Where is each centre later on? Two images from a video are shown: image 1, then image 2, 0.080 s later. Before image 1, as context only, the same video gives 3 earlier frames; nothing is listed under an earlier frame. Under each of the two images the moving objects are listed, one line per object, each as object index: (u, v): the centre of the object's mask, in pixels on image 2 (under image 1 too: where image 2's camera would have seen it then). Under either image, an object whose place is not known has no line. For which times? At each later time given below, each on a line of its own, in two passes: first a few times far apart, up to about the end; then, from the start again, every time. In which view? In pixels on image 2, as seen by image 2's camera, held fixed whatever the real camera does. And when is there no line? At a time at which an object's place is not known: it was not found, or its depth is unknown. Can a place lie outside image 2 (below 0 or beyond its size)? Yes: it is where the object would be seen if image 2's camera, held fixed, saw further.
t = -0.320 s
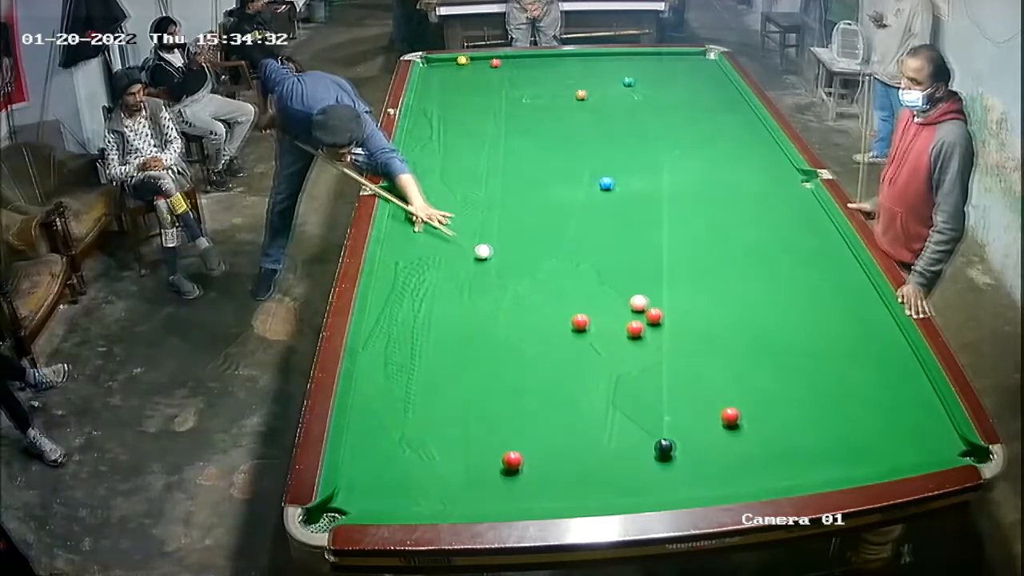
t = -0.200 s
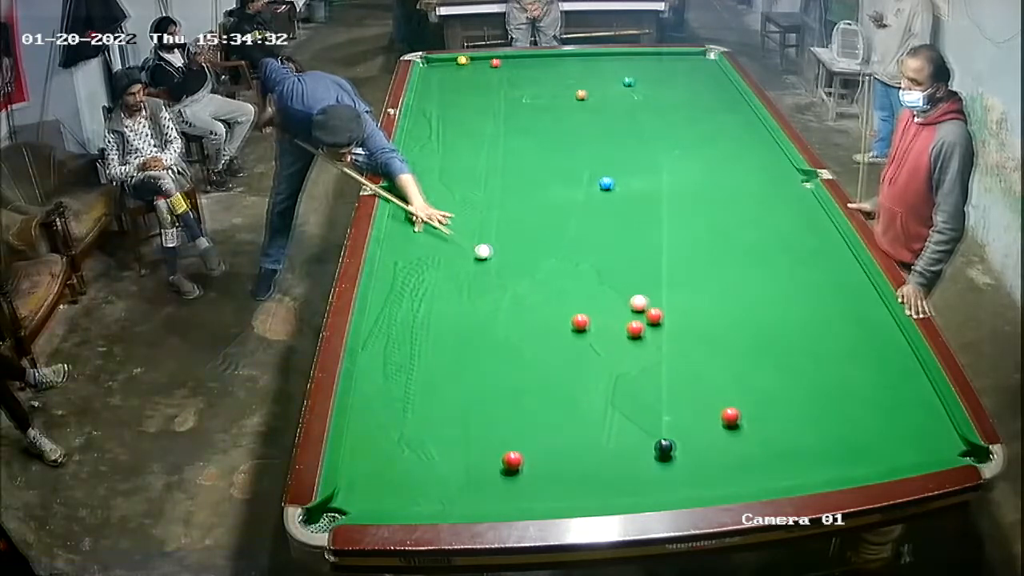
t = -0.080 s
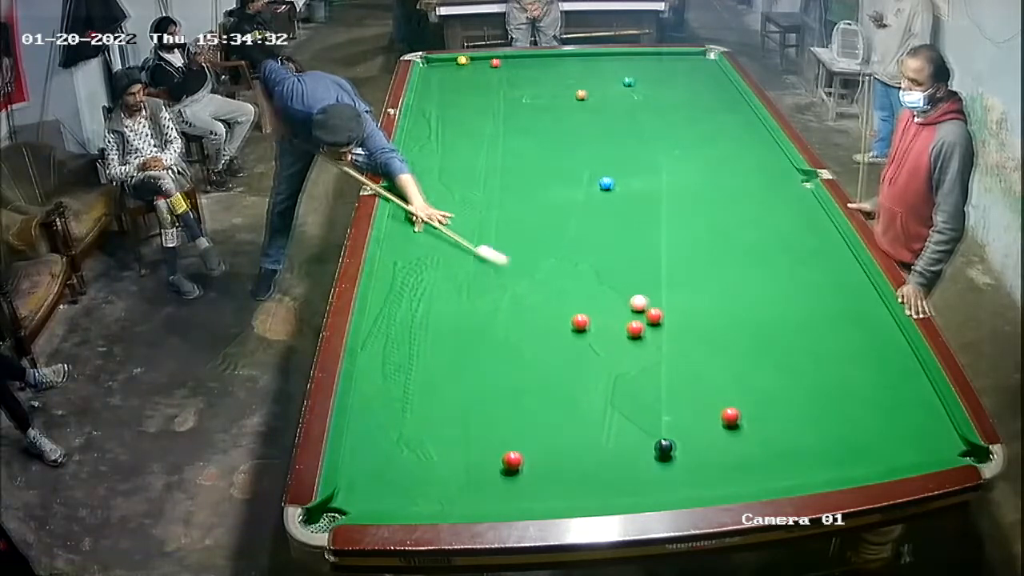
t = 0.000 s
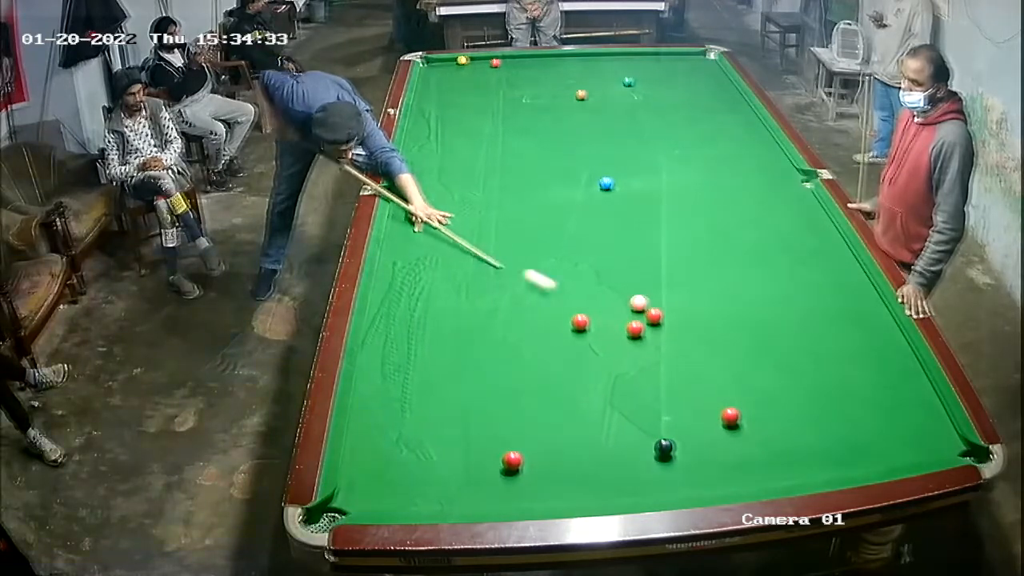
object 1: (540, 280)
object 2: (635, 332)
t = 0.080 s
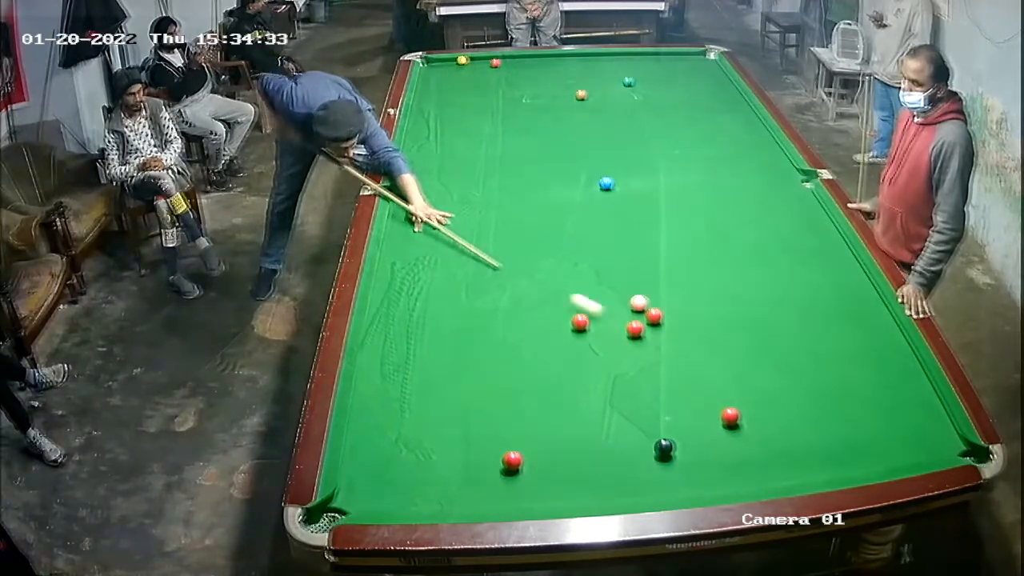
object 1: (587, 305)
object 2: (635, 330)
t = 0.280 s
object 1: (616, 331)
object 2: (709, 355)
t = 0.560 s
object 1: (606, 343)
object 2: (830, 400)
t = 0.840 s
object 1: (597, 353)
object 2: (946, 441)
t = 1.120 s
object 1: (590, 363)
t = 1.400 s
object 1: (584, 370)
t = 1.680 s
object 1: (579, 376)
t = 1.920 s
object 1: (577, 380)
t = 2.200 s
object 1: (575, 382)
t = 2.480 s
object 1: (574, 383)
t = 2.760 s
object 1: (574, 383)
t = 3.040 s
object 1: (574, 383)
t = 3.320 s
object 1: (574, 383)
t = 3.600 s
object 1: (574, 383)
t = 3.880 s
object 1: (574, 383)
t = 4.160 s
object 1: (574, 383)
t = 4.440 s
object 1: (574, 383)
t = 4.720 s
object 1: (574, 384)
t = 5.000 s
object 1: (574, 384)
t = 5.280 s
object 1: (574, 383)
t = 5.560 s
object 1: (574, 383)
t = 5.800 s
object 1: (574, 383)
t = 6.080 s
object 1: (574, 384)
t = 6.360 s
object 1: (574, 384)
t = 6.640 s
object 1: (574, 384)
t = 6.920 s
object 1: (574, 384)
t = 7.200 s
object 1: (574, 384)
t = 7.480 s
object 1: (574, 384)
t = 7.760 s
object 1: (574, 383)
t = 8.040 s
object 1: (574, 383)
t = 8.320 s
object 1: (574, 383)
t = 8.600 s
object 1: (574, 383)
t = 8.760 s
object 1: (574, 383)
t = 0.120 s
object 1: (610, 317)
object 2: (635, 329)
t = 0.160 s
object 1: (620, 325)
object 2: (647, 332)
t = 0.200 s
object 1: (619, 327)
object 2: (670, 340)
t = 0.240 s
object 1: (617, 329)
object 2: (690, 348)
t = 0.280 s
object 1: (616, 331)
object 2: (709, 355)
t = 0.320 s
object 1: (614, 333)
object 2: (727, 361)
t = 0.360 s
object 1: (613, 334)
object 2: (744, 368)
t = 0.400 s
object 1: (612, 336)
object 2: (761, 374)
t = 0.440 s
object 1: (610, 338)
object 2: (778, 381)
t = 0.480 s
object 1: (609, 340)
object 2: (796, 387)
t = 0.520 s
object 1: (607, 341)
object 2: (813, 393)
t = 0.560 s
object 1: (606, 343)
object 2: (830, 400)
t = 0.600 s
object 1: (605, 344)
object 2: (847, 406)
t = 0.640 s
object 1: (603, 346)
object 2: (864, 412)
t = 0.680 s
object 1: (602, 347)
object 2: (881, 418)
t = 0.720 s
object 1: (601, 349)
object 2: (898, 424)
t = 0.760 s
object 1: (600, 350)
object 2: (914, 430)
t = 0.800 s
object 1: (599, 352)
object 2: (930, 435)
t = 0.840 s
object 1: (597, 353)
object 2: (946, 441)
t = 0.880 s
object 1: (596, 355)
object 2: (961, 446)
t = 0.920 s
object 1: (595, 356)
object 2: (974, 453)
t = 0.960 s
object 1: (594, 357)
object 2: (982, 461)
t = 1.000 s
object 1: (593, 358)
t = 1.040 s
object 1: (592, 360)
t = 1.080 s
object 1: (591, 361)
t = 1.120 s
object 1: (590, 363)
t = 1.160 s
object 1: (589, 363)
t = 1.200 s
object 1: (588, 364)
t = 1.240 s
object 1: (587, 366)
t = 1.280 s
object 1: (586, 367)
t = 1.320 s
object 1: (585, 368)
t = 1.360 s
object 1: (585, 369)
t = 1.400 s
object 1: (584, 370)
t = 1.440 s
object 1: (583, 371)
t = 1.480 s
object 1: (582, 372)
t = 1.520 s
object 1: (582, 373)
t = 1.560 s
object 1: (581, 374)
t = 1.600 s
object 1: (580, 374)
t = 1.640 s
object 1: (580, 375)
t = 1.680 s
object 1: (579, 376)
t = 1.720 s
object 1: (579, 377)
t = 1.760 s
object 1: (578, 377)
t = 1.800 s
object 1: (578, 378)
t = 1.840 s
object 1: (578, 379)
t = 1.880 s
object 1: (577, 379)
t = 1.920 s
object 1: (577, 380)
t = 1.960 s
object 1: (577, 380)
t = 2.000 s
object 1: (577, 381)
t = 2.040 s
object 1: (576, 381)
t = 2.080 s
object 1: (576, 381)
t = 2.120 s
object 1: (576, 382)
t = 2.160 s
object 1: (575, 382)
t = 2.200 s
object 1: (575, 382)
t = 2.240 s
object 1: (575, 382)
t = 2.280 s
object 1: (574, 382)
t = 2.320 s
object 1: (574, 383)
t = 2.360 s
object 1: (574, 383)
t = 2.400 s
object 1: (574, 383)
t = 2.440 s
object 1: (574, 383)
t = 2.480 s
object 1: (574, 383)
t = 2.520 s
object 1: (574, 383)
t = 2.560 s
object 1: (574, 383)
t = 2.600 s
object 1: (574, 383)
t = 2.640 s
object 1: (574, 383)
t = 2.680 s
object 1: (574, 383)
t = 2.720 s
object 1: (574, 383)
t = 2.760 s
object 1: (574, 383)
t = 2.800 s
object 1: (574, 383)
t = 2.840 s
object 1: (574, 383)
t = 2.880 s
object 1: (574, 383)
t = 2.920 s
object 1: (574, 383)
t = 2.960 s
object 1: (574, 383)
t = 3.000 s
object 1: (574, 383)
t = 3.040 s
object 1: (574, 383)
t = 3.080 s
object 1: (574, 383)
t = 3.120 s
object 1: (574, 383)
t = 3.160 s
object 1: (574, 383)
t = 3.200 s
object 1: (574, 383)
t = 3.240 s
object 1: (574, 383)
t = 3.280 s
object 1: (574, 383)
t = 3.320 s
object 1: (574, 383)
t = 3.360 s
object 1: (574, 383)
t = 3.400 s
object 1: (574, 383)
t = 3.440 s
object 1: (574, 383)
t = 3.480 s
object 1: (574, 383)
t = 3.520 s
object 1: (574, 383)
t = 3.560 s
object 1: (574, 383)
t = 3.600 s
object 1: (574, 383)
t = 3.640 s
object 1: (574, 383)
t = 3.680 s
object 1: (574, 384)
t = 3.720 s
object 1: (574, 383)
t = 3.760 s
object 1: (574, 383)
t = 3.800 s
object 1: (574, 383)
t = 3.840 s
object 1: (574, 383)
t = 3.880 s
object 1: (574, 383)
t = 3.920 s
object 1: (574, 383)
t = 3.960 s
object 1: (574, 383)
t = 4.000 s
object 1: (574, 383)
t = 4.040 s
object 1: (574, 383)
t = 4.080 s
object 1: (574, 383)
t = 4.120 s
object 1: (574, 383)
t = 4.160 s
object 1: (574, 383)
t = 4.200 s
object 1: (574, 383)
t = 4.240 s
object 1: (574, 383)
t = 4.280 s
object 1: (574, 383)
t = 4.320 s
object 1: (574, 383)
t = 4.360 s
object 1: (574, 383)
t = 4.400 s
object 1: (574, 383)
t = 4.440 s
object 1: (574, 383)
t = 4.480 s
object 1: (574, 383)
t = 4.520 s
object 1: (574, 383)
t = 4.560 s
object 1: (574, 383)
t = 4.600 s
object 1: (574, 384)
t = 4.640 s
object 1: (574, 384)
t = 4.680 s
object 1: (574, 384)
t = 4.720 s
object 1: (574, 384)
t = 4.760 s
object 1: (574, 384)
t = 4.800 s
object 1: (574, 384)
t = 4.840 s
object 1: (574, 384)
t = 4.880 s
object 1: (574, 384)
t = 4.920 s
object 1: (574, 384)
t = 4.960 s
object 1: (574, 384)
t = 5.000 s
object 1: (574, 384)
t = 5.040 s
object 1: (574, 384)
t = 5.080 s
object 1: (574, 384)
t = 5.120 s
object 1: (574, 383)
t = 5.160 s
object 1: (574, 383)
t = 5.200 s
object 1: (574, 384)
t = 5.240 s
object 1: (574, 383)
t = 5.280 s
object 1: (574, 383)
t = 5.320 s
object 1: (574, 383)
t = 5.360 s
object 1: (574, 383)
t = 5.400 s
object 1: (574, 383)
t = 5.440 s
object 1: (574, 383)
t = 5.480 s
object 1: (574, 383)
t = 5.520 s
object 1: (574, 384)
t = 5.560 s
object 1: (574, 383)
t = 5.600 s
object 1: (574, 383)
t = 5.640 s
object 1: (574, 383)
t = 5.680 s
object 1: (574, 383)
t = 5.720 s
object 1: (574, 383)
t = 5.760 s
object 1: (574, 384)
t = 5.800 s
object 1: (574, 383)
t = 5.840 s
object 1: (574, 383)
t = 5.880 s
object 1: (574, 383)
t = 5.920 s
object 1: (574, 384)
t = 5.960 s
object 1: (574, 384)
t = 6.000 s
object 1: (574, 384)
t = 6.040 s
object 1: (574, 384)
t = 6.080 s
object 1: (574, 384)
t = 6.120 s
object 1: (574, 384)
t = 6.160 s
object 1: (574, 384)
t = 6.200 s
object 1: (574, 384)
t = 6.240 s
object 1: (574, 384)
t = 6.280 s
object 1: (574, 384)
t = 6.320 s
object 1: (574, 384)
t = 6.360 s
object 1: (574, 384)
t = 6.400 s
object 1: (574, 384)
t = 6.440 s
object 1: (574, 384)
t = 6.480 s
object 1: (574, 384)
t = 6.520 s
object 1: (574, 384)
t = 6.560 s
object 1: (574, 384)
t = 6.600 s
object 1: (574, 384)
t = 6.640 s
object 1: (574, 384)
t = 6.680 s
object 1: (574, 384)
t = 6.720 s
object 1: (574, 384)
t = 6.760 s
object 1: (574, 384)
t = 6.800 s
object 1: (574, 384)
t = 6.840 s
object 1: (574, 384)
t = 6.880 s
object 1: (574, 384)
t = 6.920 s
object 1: (574, 384)
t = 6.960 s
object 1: (574, 384)
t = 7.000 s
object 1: (574, 384)
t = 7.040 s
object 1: (574, 384)
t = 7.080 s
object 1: (574, 384)
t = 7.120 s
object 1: (574, 384)
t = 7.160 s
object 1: (574, 384)
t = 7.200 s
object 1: (574, 384)
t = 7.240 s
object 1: (574, 384)
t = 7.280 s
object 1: (574, 384)
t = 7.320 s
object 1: (574, 384)
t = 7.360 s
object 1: (574, 384)
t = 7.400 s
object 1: (574, 384)
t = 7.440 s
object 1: (574, 384)
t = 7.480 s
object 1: (574, 384)
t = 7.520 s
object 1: (574, 384)
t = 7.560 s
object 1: (574, 384)
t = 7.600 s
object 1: (574, 384)
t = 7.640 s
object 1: (574, 384)
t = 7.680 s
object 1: (574, 384)
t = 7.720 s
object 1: (574, 383)
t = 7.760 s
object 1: (574, 383)
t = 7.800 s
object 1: (574, 383)
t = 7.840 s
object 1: (574, 383)
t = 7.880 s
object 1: (574, 383)
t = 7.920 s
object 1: (574, 383)
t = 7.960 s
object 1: (574, 383)
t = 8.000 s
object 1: (574, 383)
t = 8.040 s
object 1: (574, 383)
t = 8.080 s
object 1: (574, 383)
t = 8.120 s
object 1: (574, 383)
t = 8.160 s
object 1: (574, 383)
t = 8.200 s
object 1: (574, 383)
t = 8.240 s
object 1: (574, 383)
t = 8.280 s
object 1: (574, 383)
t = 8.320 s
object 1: (574, 383)
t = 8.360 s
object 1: (574, 383)
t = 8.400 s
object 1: (574, 383)
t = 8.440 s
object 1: (574, 383)
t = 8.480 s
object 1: (574, 383)
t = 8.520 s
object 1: (574, 383)
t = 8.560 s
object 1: (574, 383)
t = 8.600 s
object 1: (574, 383)
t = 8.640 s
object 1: (574, 383)
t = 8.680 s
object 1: (574, 384)
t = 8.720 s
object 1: (574, 384)
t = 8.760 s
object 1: (574, 383)
